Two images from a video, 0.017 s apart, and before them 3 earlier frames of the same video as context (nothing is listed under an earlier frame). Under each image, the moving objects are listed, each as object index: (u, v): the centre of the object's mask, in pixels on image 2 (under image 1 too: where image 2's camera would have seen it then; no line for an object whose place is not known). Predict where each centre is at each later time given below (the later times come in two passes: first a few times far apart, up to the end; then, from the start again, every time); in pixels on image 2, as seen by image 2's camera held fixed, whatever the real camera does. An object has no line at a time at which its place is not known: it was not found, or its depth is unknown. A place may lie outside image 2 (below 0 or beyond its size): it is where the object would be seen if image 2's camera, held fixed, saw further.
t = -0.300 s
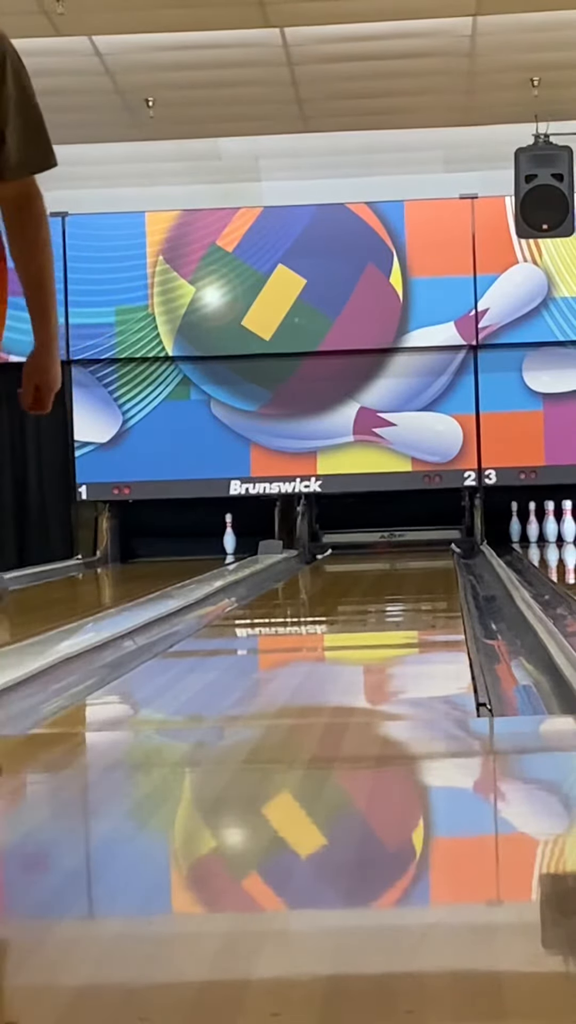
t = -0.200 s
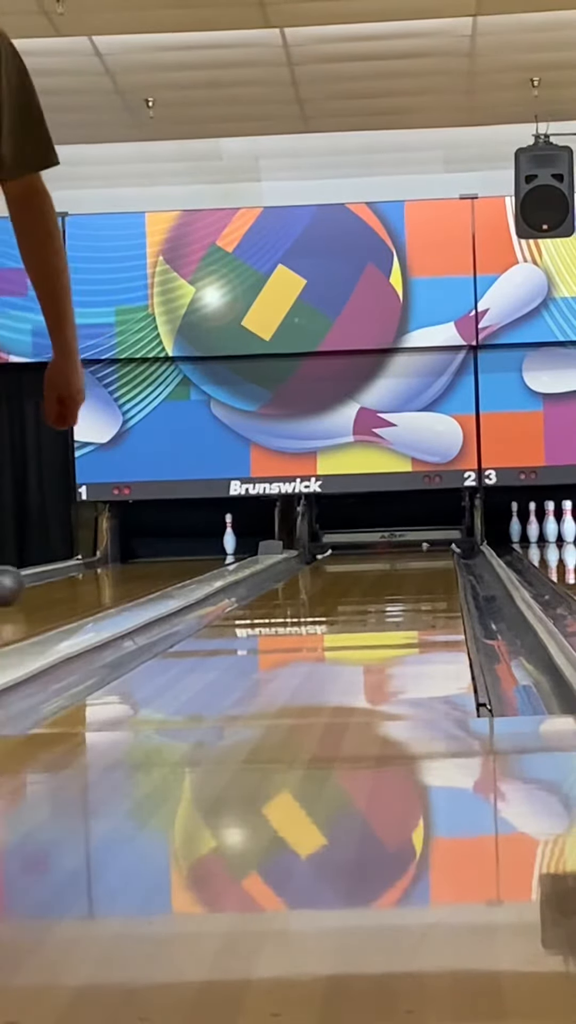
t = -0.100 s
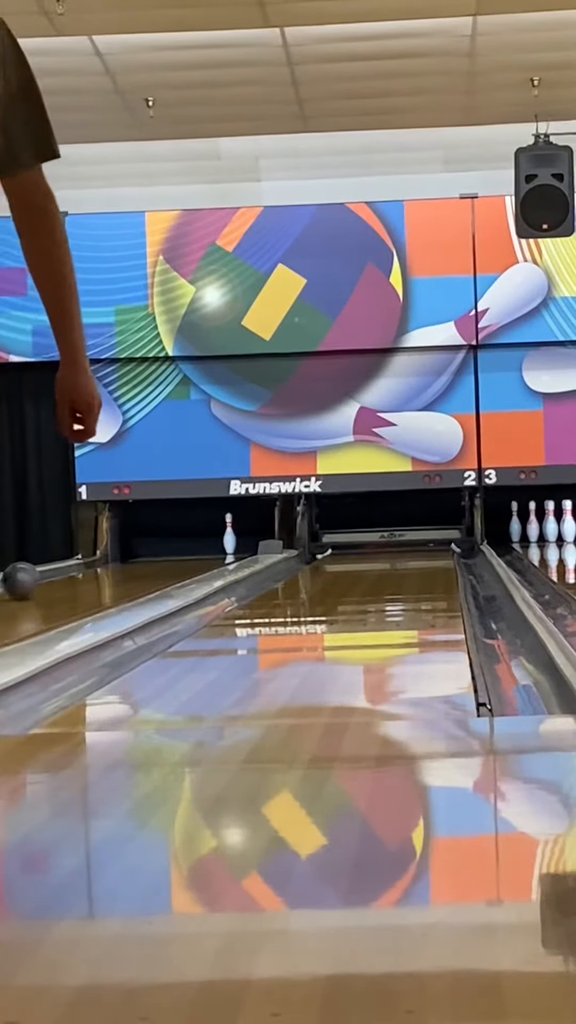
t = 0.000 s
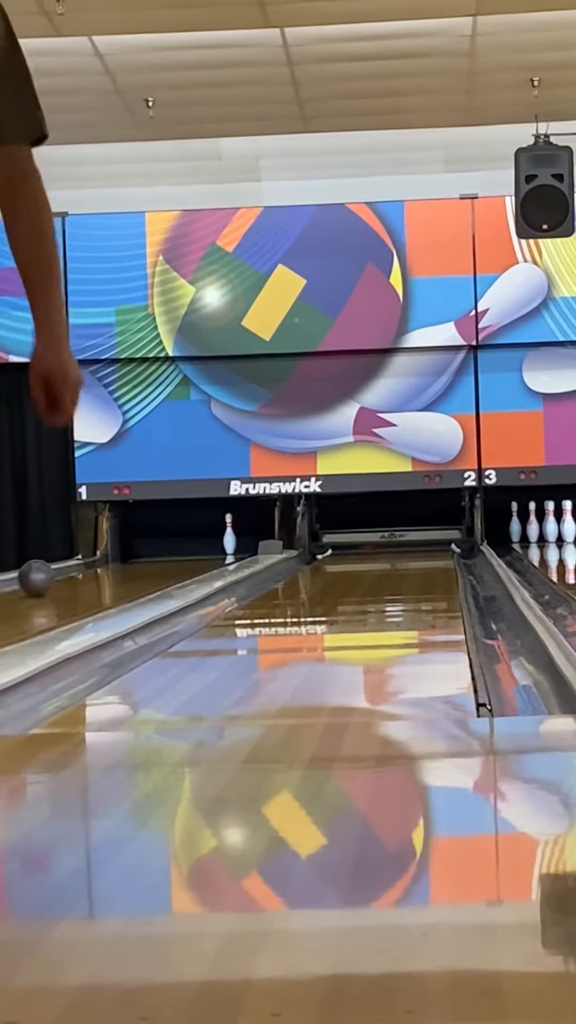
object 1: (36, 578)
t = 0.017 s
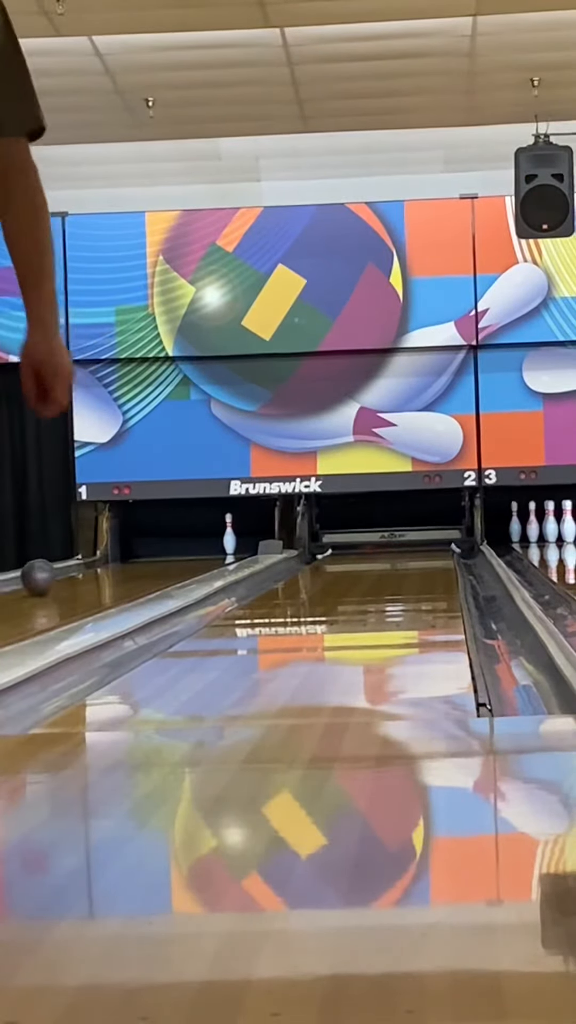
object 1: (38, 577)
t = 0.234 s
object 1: (67, 572)
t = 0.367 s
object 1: (85, 571)
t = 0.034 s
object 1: (40, 577)
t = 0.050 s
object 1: (43, 576)
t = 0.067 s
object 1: (45, 576)
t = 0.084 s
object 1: (48, 575)
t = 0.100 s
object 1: (50, 575)
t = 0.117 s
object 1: (52, 574)
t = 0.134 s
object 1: (54, 574)
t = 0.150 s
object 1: (57, 574)
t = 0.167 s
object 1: (59, 574)
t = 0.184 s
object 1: (61, 573)
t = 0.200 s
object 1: (64, 572)
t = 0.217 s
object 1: (68, 570)
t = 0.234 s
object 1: (67, 572)
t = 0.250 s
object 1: (71, 569)
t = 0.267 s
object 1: (75, 568)
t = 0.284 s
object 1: (76, 568)
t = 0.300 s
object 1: (77, 568)
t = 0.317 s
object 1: (78, 571)
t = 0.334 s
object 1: (80, 571)
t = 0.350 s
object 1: (82, 571)
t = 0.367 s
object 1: (85, 571)
